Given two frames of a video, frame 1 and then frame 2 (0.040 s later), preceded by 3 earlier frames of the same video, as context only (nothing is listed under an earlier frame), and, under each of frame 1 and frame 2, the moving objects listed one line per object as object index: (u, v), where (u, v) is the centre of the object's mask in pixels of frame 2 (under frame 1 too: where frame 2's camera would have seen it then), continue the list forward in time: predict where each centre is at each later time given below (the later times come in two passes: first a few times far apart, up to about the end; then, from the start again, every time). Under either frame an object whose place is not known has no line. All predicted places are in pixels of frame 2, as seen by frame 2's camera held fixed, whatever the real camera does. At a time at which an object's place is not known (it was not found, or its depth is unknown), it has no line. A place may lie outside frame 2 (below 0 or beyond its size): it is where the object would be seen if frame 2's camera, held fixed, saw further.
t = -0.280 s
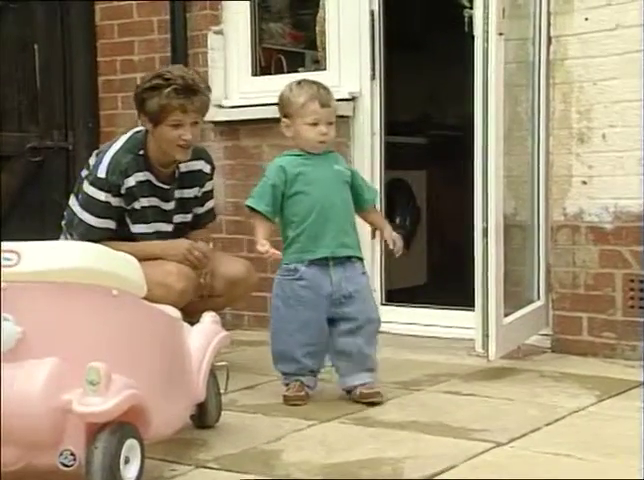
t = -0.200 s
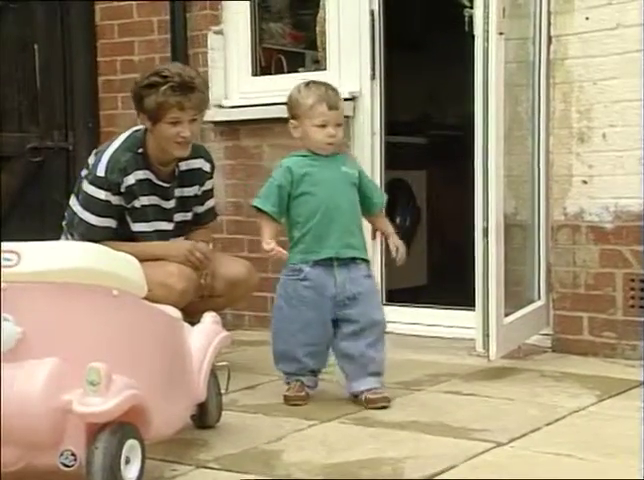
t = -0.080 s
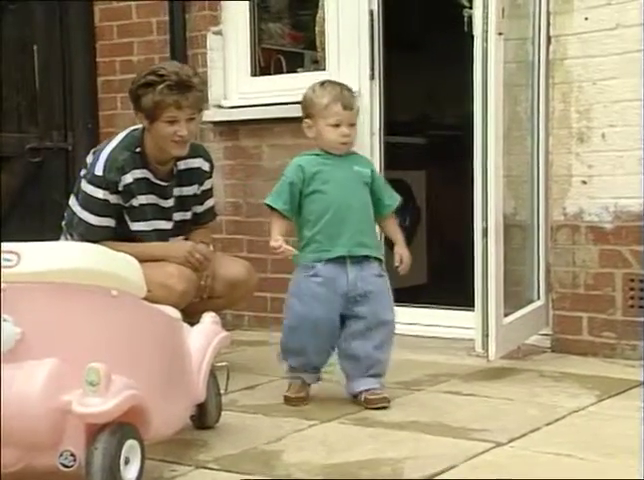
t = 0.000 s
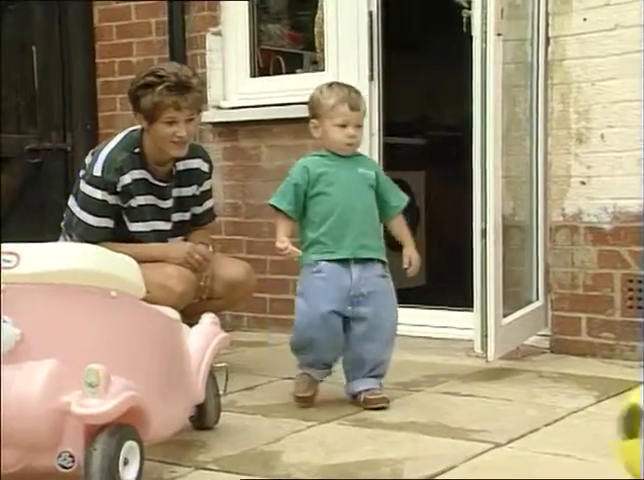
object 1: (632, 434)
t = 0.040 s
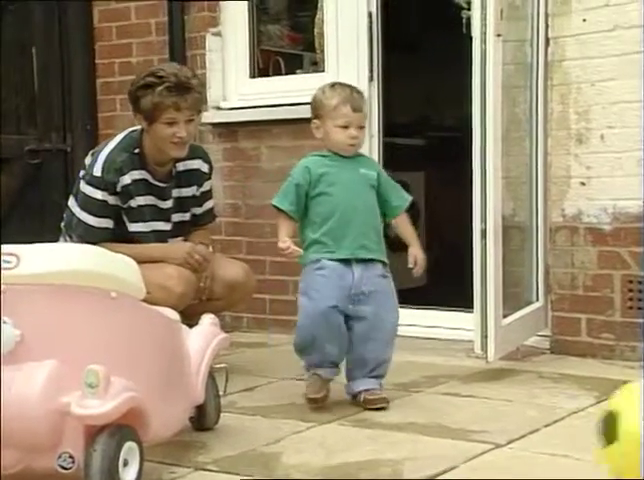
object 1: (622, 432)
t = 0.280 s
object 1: (581, 422)
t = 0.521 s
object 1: (522, 419)
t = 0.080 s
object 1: (614, 436)
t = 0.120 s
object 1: (607, 442)
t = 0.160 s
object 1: (600, 433)
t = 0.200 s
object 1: (595, 424)
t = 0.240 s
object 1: (589, 421)
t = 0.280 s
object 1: (581, 422)
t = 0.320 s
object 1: (572, 428)
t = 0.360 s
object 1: (561, 433)
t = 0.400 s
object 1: (549, 422)
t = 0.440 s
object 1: (539, 414)
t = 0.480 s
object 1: (531, 413)
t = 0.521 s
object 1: (522, 419)
